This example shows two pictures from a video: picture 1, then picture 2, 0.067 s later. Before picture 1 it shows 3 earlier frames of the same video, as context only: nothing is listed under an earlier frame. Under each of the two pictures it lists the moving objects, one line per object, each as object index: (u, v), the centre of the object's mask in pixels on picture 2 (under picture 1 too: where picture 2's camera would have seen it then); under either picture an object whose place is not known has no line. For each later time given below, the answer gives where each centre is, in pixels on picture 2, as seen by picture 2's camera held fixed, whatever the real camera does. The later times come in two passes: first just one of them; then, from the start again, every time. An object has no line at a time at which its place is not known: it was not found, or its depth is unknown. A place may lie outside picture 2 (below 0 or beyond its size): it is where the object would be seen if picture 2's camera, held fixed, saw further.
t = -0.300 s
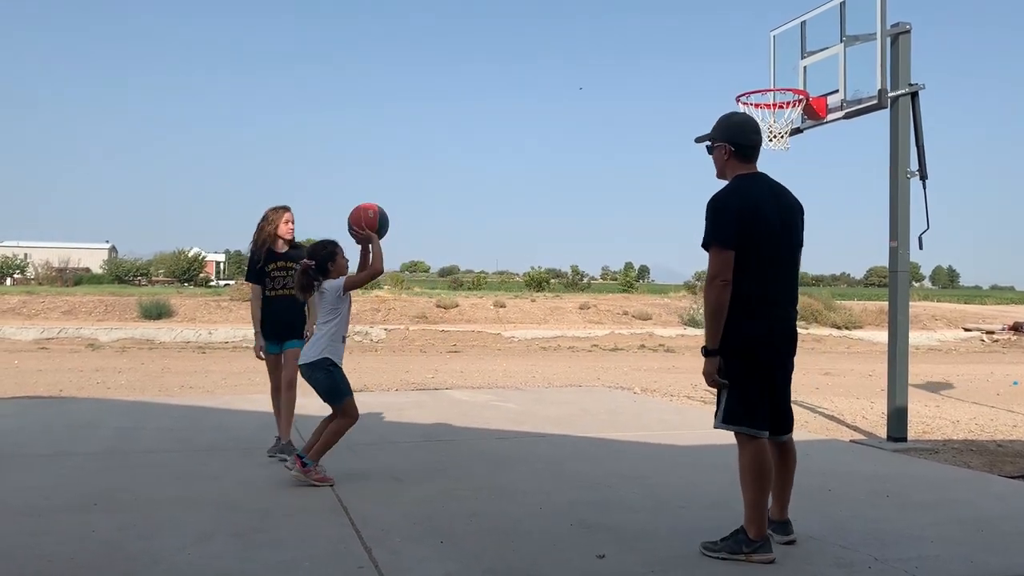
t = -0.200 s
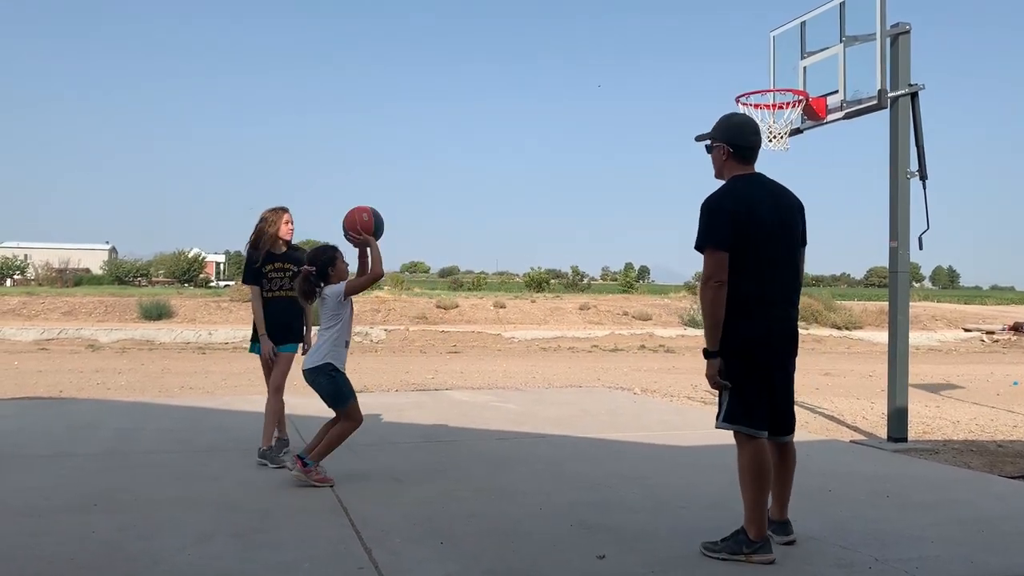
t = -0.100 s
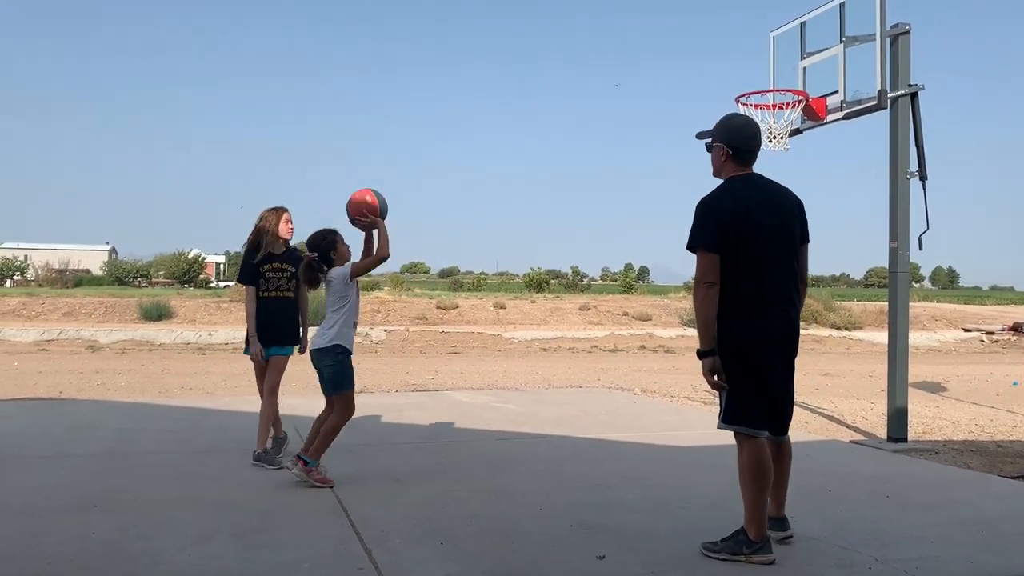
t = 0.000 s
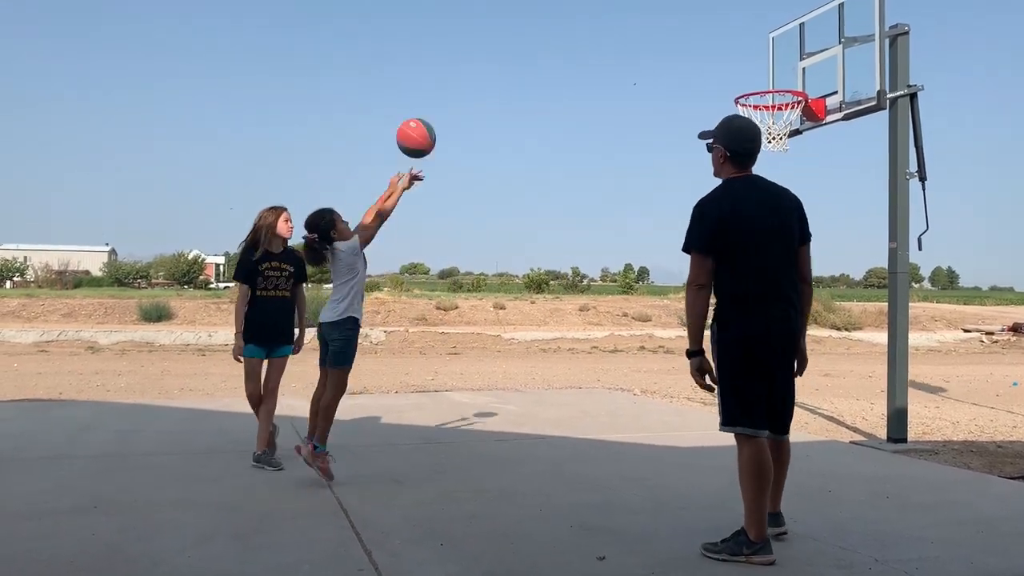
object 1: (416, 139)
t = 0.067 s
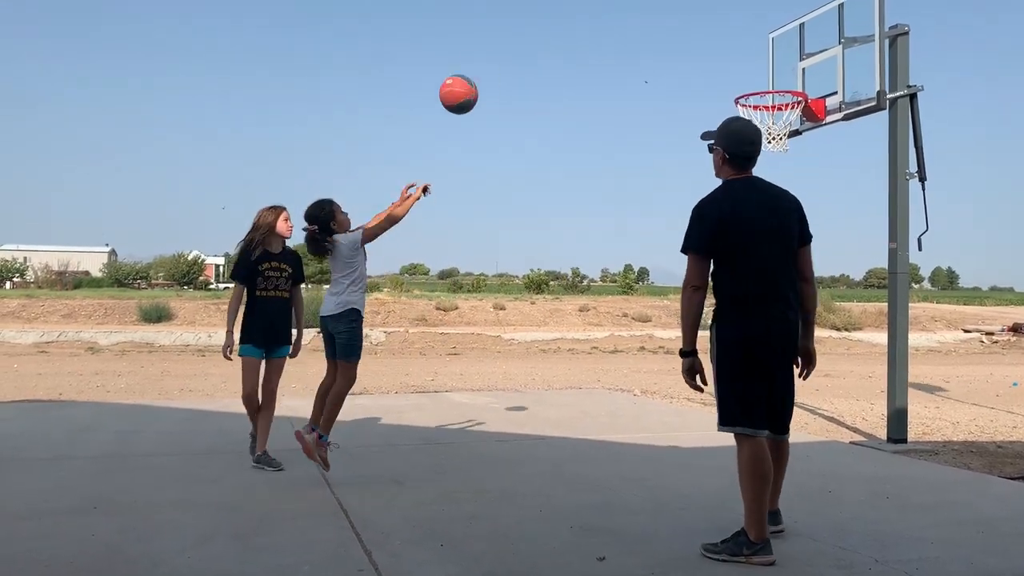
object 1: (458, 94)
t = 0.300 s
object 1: (594, 9)
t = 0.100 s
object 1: (479, 75)
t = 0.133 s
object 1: (499, 58)
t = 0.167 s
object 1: (519, 44)
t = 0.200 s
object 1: (538, 30)
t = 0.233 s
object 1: (557, 19)
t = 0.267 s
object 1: (576, 13)
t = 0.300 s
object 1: (594, 9)
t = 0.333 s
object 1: (611, 6)
